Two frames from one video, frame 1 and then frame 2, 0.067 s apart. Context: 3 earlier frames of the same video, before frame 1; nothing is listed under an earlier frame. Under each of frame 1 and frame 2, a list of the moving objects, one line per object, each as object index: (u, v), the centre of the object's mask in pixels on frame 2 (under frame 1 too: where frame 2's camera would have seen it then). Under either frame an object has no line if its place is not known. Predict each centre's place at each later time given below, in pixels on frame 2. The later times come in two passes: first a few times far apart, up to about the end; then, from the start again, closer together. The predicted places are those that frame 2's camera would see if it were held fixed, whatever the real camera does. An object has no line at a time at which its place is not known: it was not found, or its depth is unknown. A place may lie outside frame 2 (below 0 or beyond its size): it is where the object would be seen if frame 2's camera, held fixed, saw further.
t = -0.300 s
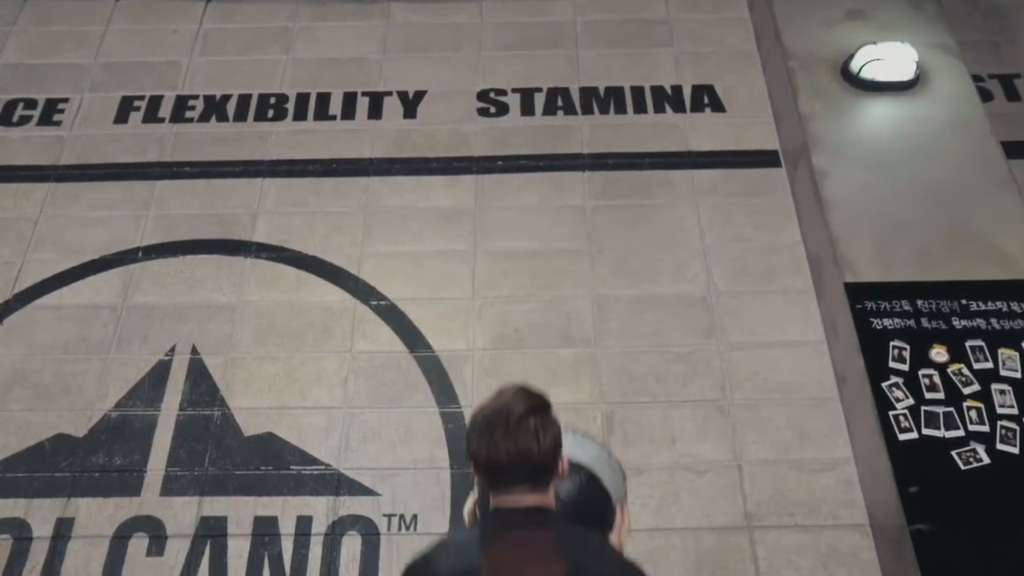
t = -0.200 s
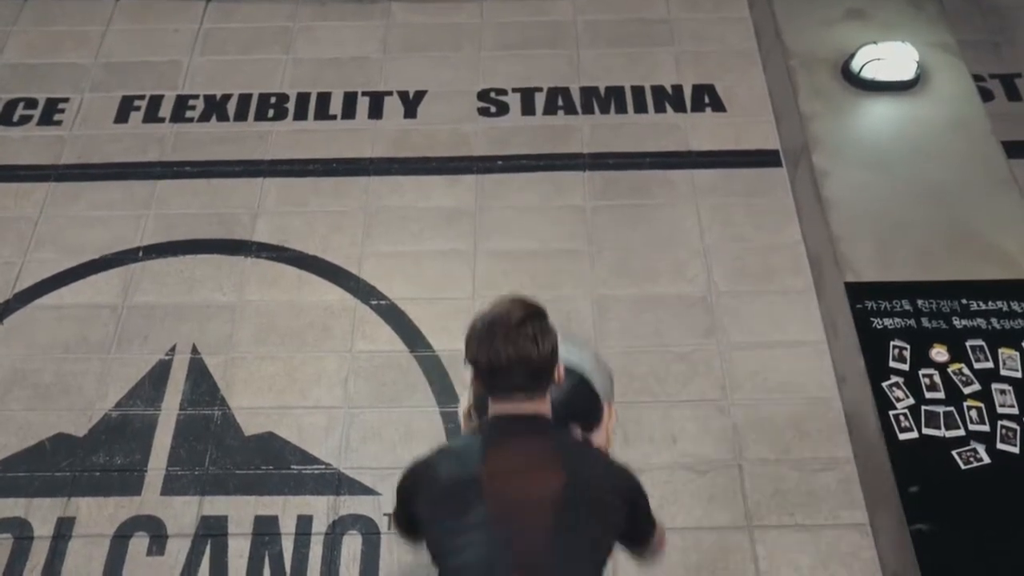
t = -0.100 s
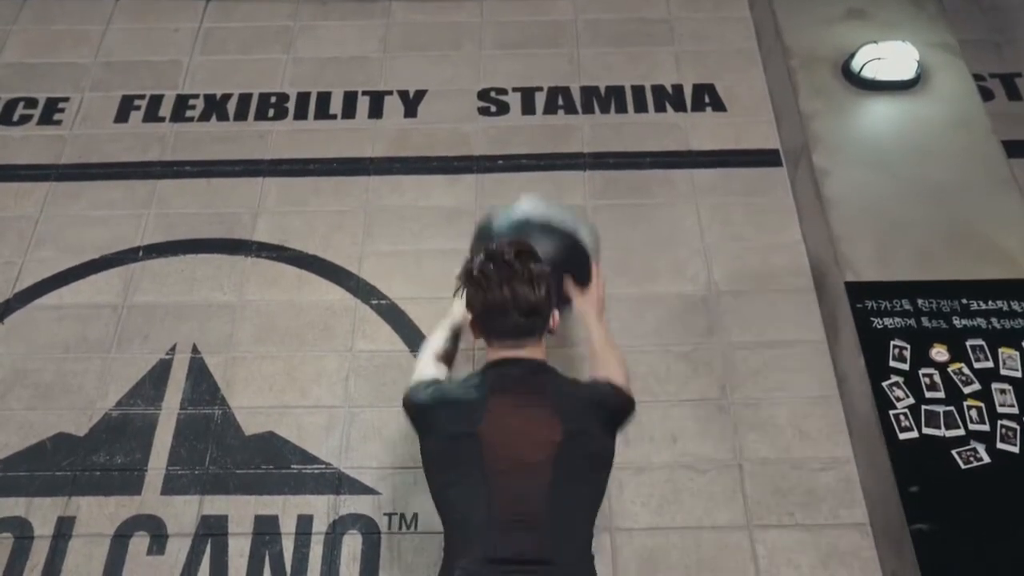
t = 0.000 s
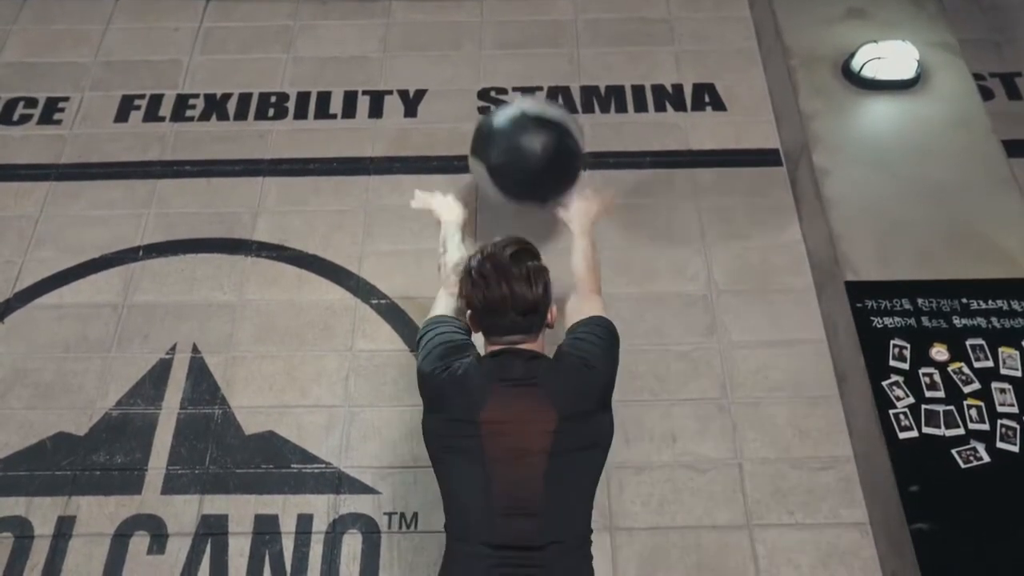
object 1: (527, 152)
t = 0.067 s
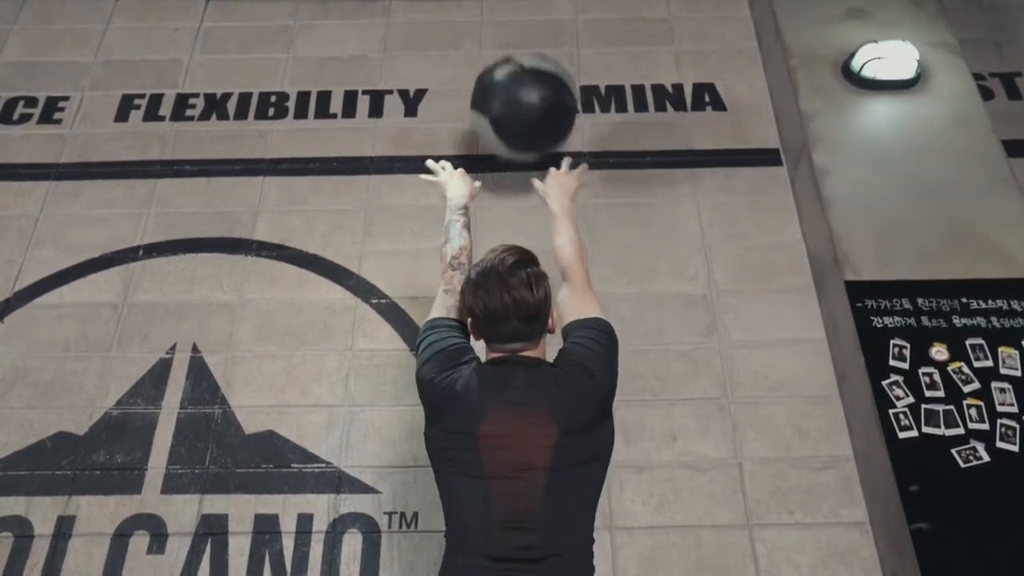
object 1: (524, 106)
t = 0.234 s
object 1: (518, 45)
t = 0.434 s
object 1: (513, 34)
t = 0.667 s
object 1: (514, 43)
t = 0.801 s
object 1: (514, 109)
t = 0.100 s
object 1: (522, 88)
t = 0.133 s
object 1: (521, 71)
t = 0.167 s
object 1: (519, 60)
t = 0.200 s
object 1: (518, 50)
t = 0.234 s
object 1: (518, 45)
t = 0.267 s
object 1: (516, 42)
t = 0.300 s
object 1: (514, 41)
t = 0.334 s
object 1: (513, 40)
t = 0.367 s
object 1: (513, 37)
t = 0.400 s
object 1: (513, 35)
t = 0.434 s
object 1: (513, 34)
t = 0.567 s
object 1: (515, 31)
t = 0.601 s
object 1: (515, 34)
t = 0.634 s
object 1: (514, 38)
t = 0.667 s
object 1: (514, 43)
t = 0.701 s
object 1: (514, 54)
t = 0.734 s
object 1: (514, 69)
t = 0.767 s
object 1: (514, 87)
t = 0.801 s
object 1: (514, 109)
